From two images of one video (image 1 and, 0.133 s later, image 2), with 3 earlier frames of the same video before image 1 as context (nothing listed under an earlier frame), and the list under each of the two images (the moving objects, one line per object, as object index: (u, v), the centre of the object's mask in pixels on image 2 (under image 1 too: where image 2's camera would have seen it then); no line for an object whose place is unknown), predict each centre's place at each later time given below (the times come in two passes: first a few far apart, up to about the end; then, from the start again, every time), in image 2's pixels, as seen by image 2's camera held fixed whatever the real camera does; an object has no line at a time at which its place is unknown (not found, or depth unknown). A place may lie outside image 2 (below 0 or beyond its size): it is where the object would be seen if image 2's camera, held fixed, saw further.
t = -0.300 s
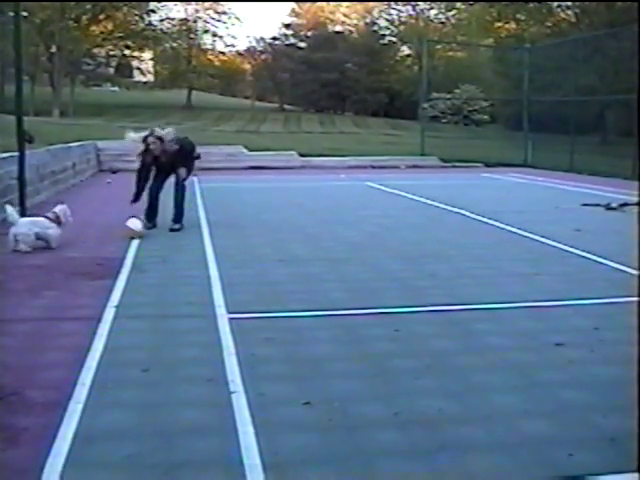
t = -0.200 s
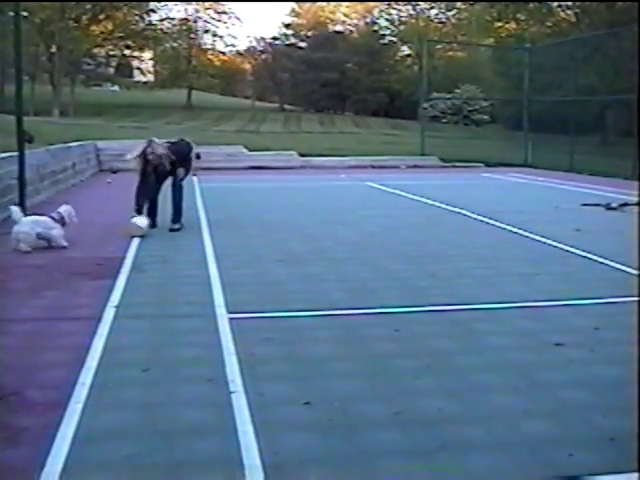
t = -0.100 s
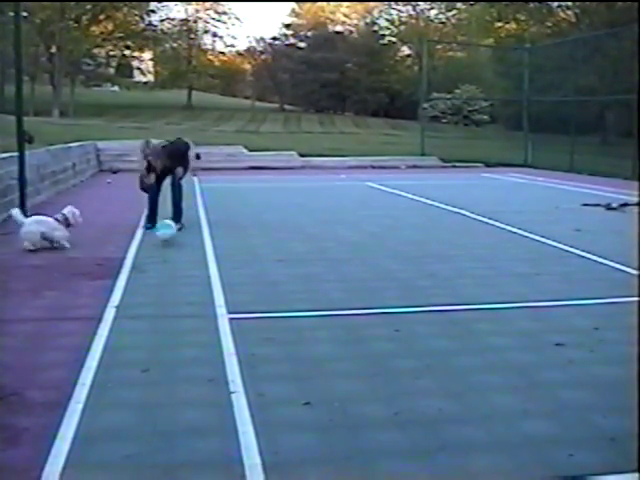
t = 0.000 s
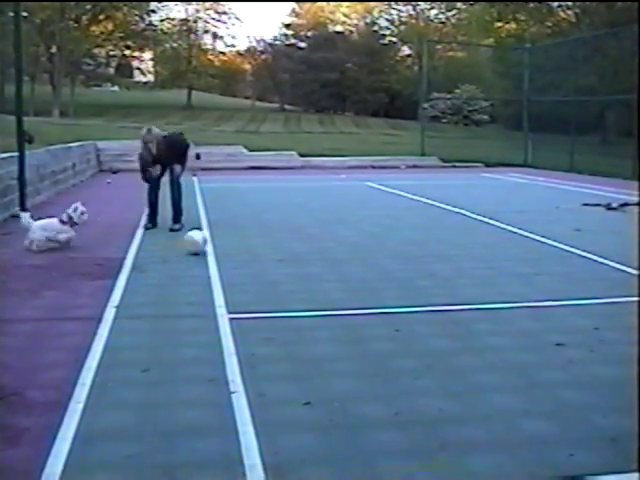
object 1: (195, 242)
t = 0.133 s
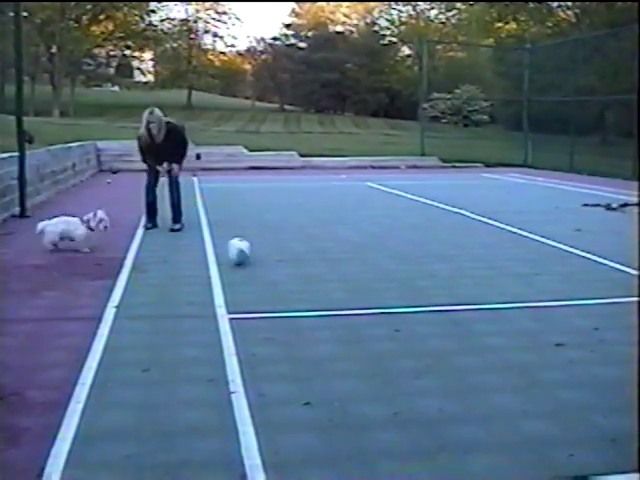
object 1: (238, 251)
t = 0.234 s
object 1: (271, 257)
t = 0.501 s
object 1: (356, 265)
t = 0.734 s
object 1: (427, 274)
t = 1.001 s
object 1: (504, 291)
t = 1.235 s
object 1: (568, 303)
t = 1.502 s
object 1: (630, 315)
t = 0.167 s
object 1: (249, 254)
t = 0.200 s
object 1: (260, 255)
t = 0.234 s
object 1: (271, 257)
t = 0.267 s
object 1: (282, 259)
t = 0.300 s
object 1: (293, 259)
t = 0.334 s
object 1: (303, 256)
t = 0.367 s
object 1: (314, 258)
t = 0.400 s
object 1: (326, 264)
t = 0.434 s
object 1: (336, 269)
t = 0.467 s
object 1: (346, 268)
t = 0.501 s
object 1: (356, 265)
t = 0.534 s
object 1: (367, 265)
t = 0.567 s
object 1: (377, 268)
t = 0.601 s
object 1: (389, 272)
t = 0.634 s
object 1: (399, 278)
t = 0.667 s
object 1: (409, 277)
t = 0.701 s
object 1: (418, 275)
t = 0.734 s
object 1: (427, 274)
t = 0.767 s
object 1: (438, 276)
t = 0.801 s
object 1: (448, 280)
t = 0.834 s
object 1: (459, 287)
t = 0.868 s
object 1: (467, 286)
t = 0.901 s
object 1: (477, 285)
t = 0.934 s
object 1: (486, 285)
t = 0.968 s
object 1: (496, 287)
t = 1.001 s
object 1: (504, 291)
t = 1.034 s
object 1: (513, 296)
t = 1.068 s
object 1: (523, 296)
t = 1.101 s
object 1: (532, 298)
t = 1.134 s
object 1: (542, 300)
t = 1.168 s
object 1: (550, 301)
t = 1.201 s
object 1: (559, 302)
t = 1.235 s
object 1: (568, 303)
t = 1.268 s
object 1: (577, 305)
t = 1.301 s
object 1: (585, 306)
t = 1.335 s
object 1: (594, 308)
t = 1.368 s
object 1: (602, 309)
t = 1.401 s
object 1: (611, 312)
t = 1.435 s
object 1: (621, 313)
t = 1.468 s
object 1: (625, 314)
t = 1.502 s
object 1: (630, 315)
